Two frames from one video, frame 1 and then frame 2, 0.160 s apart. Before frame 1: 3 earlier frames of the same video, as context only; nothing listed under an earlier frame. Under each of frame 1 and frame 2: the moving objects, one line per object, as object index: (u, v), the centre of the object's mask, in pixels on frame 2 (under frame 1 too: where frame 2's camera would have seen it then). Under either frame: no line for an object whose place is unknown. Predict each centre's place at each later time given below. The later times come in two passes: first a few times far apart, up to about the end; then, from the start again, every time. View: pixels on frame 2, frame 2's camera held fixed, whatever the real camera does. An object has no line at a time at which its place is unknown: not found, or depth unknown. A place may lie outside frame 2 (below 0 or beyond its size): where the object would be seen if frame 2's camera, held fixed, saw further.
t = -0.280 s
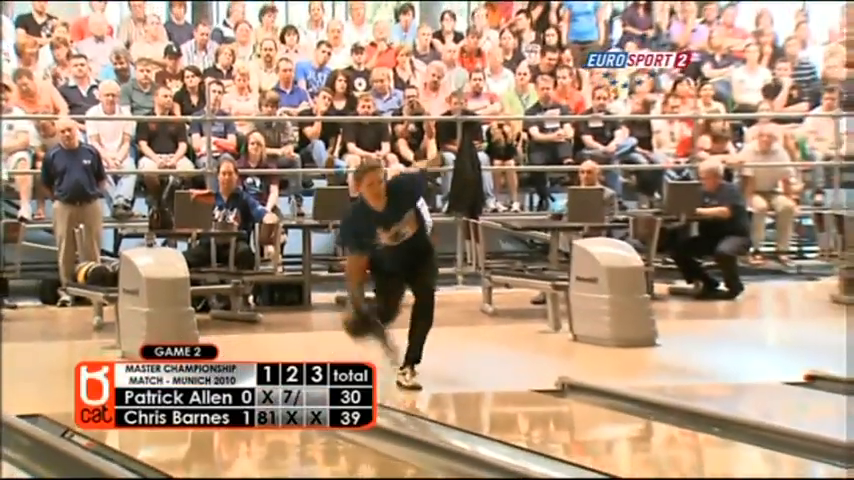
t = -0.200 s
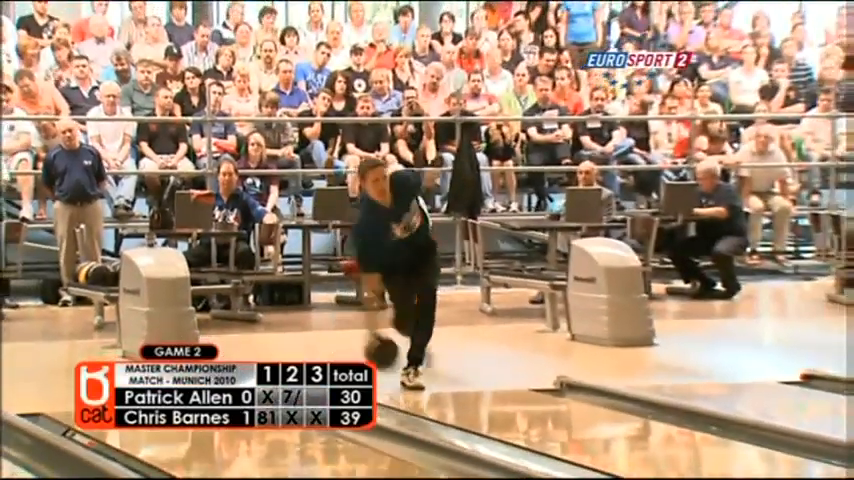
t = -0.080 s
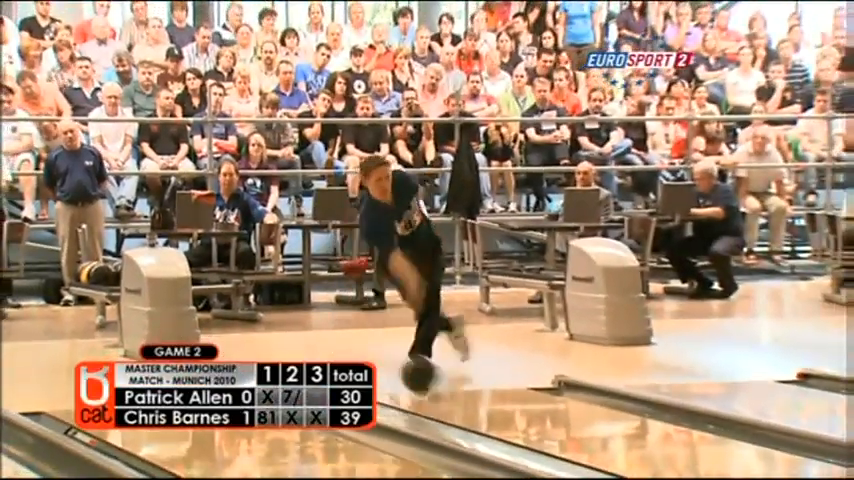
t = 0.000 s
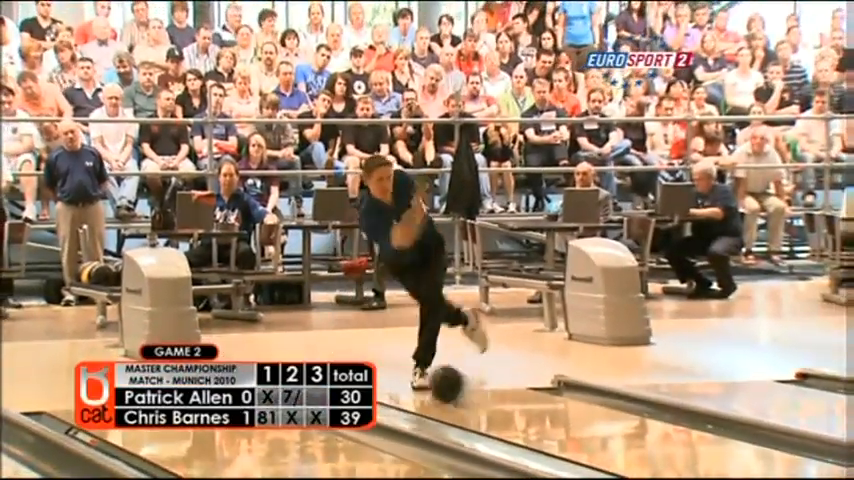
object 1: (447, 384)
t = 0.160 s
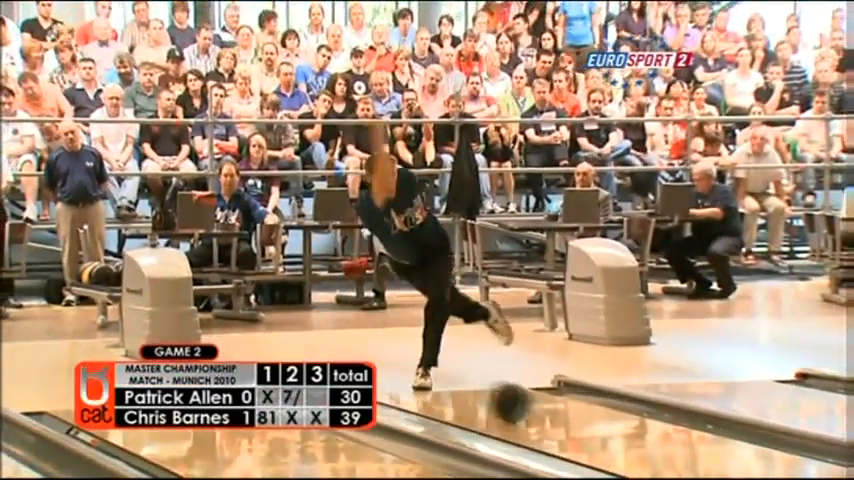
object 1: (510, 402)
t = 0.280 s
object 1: (563, 417)
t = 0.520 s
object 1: (686, 450)
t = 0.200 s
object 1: (526, 407)
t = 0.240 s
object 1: (544, 412)
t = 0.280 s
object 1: (563, 417)
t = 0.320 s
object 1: (577, 421)
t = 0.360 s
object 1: (602, 427)
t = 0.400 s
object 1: (621, 432)
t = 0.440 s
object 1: (644, 439)
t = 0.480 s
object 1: (667, 445)
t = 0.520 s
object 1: (686, 450)
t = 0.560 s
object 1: (714, 456)
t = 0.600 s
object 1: (739, 459)
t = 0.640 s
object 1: (769, 462)
